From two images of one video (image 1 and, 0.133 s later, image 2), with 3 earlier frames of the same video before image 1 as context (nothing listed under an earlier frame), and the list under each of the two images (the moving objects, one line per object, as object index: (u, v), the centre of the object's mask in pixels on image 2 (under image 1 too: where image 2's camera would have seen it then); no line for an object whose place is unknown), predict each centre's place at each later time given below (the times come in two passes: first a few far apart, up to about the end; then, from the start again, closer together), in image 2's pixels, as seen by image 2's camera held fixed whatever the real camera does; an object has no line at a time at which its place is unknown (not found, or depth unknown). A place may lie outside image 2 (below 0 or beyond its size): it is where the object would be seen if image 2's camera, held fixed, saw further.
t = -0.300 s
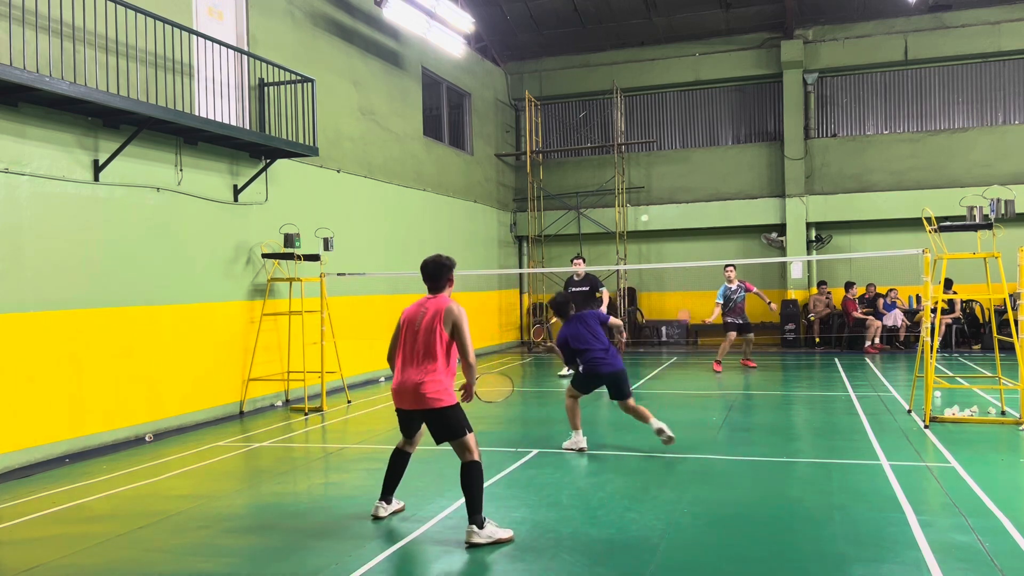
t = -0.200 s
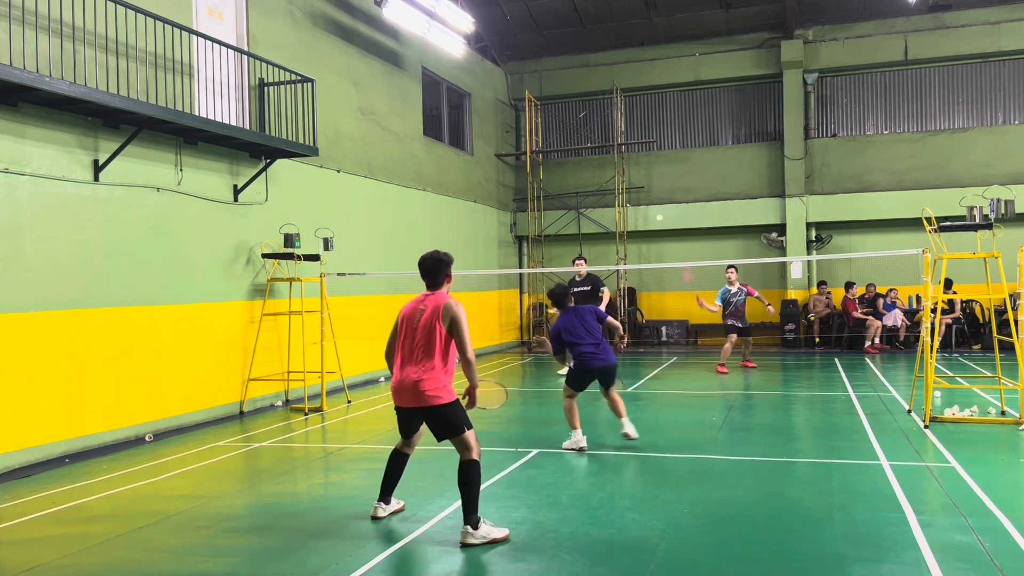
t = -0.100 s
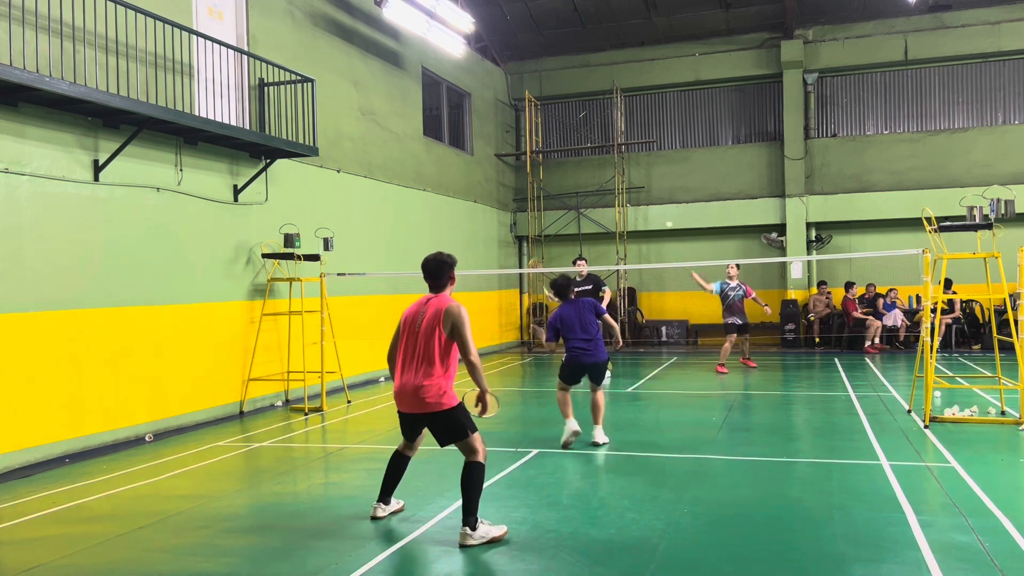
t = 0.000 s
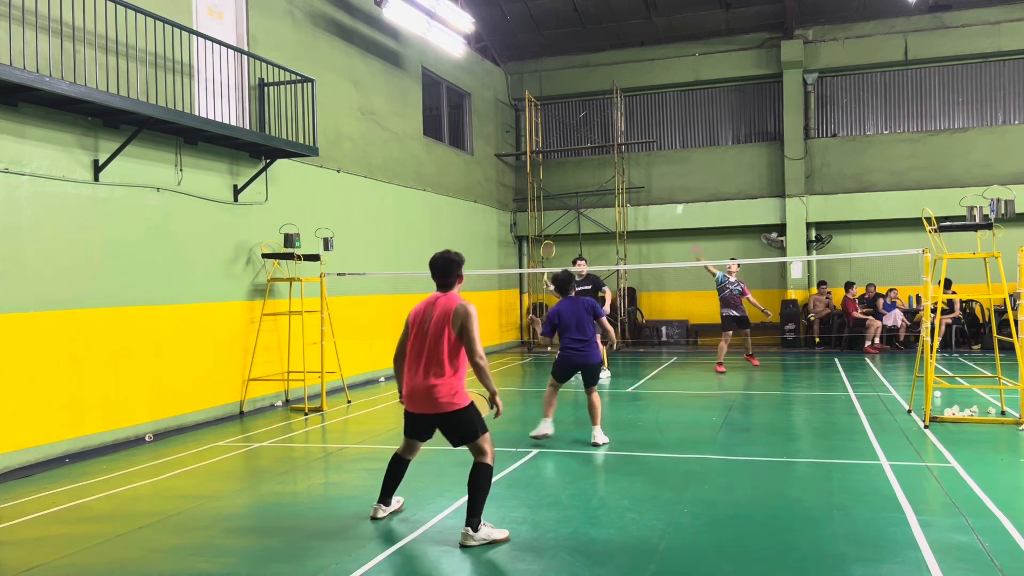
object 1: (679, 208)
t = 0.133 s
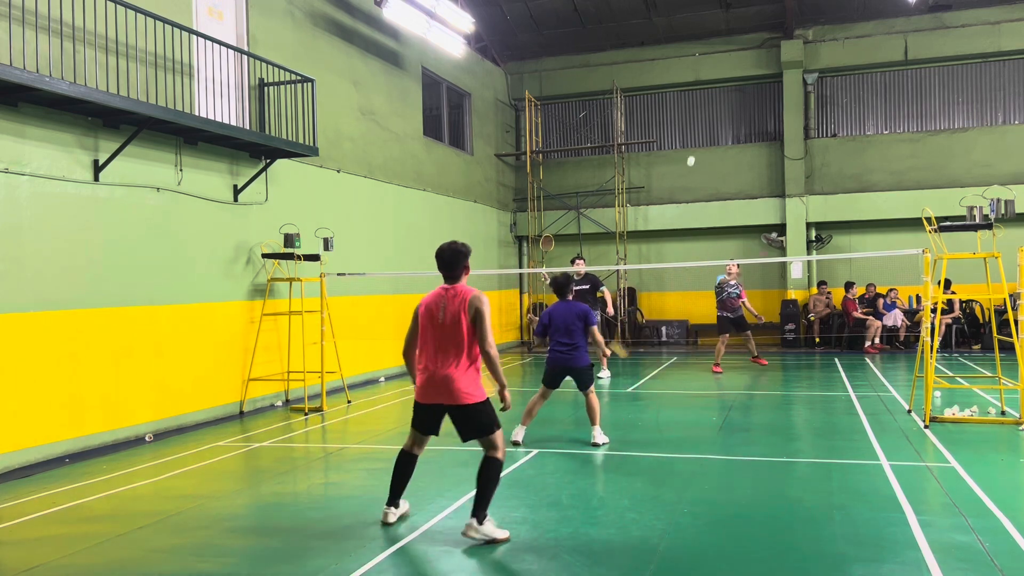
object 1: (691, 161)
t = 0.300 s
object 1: (703, 127)
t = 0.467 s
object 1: (716, 128)
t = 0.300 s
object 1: (703, 127)
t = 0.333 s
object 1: (705, 125)
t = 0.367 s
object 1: (708, 123)
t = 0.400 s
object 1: (710, 123)
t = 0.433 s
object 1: (713, 125)
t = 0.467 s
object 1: (716, 128)
